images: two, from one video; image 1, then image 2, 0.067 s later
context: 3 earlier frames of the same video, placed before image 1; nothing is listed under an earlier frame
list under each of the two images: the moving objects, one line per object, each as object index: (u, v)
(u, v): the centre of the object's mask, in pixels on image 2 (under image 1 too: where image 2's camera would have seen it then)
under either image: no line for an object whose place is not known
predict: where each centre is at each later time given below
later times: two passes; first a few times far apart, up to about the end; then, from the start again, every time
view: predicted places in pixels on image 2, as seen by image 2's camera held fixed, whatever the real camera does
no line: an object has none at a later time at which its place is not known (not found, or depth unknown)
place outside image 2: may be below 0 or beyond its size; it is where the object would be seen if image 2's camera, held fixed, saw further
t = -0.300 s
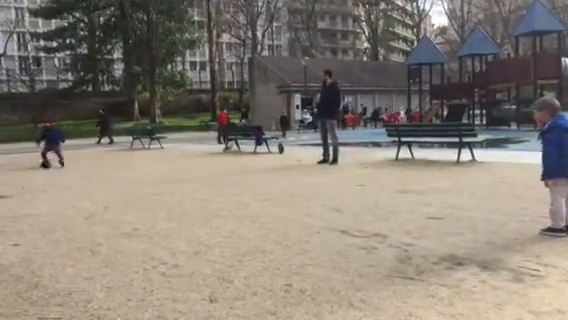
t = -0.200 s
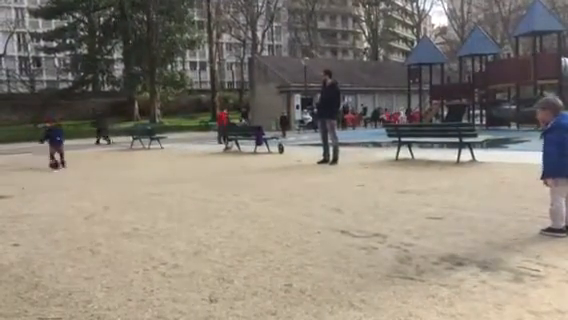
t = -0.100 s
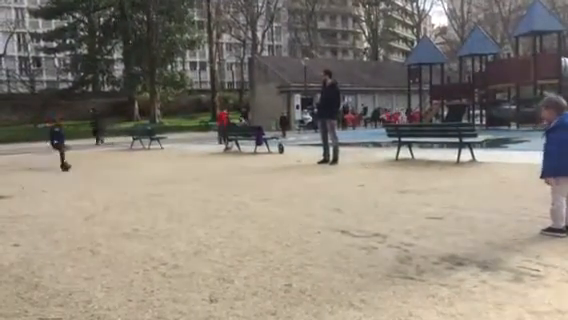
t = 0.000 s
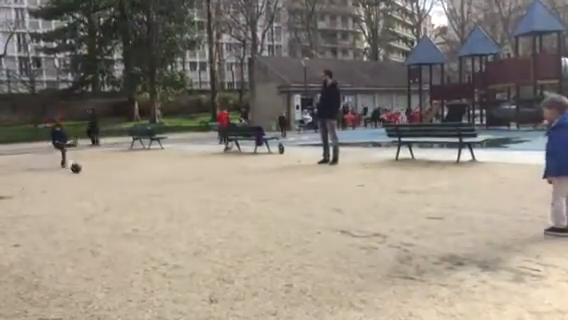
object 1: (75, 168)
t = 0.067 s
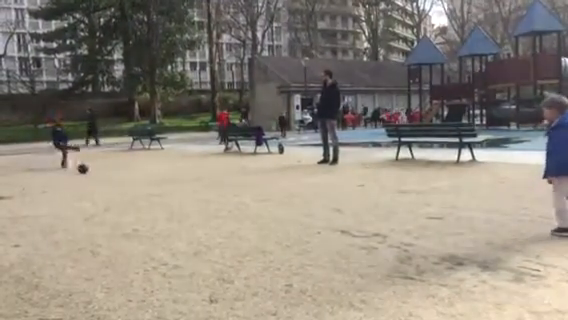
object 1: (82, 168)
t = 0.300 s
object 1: (107, 171)
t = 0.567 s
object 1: (136, 174)
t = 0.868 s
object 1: (171, 176)
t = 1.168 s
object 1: (210, 180)
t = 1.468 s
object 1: (252, 184)
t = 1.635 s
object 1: (279, 186)
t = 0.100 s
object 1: (86, 169)
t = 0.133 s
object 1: (90, 169)
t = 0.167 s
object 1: (93, 169)
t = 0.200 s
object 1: (96, 170)
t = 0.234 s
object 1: (100, 171)
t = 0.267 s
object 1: (103, 171)
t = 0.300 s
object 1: (107, 171)
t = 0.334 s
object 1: (111, 172)
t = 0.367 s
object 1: (114, 172)
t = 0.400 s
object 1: (117, 172)
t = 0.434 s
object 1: (121, 173)
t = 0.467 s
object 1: (124, 173)
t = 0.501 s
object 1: (128, 173)
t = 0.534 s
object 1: (132, 173)
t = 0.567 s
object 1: (136, 174)
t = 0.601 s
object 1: (140, 174)
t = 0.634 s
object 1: (143, 174)
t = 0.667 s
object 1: (147, 175)
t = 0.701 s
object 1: (151, 175)
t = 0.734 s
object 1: (155, 175)
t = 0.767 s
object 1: (159, 176)
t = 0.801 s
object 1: (163, 176)
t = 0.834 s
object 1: (167, 176)
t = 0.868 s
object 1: (171, 176)
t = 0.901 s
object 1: (176, 177)
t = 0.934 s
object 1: (179, 177)
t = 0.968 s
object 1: (184, 177)
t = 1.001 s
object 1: (188, 178)
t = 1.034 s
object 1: (192, 179)
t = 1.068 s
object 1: (197, 179)
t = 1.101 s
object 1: (201, 179)
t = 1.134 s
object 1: (206, 179)
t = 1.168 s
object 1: (210, 180)
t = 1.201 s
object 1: (214, 180)
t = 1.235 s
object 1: (219, 181)
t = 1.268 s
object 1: (224, 181)
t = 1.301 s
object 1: (228, 181)
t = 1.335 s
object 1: (233, 182)
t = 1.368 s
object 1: (237, 183)
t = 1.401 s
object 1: (242, 183)
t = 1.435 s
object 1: (248, 183)
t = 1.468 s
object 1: (252, 184)
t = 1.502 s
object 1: (257, 185)
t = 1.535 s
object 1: (263, 185)
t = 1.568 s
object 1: (268, 185)
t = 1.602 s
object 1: (273, 186)
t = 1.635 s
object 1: (279, 186)
